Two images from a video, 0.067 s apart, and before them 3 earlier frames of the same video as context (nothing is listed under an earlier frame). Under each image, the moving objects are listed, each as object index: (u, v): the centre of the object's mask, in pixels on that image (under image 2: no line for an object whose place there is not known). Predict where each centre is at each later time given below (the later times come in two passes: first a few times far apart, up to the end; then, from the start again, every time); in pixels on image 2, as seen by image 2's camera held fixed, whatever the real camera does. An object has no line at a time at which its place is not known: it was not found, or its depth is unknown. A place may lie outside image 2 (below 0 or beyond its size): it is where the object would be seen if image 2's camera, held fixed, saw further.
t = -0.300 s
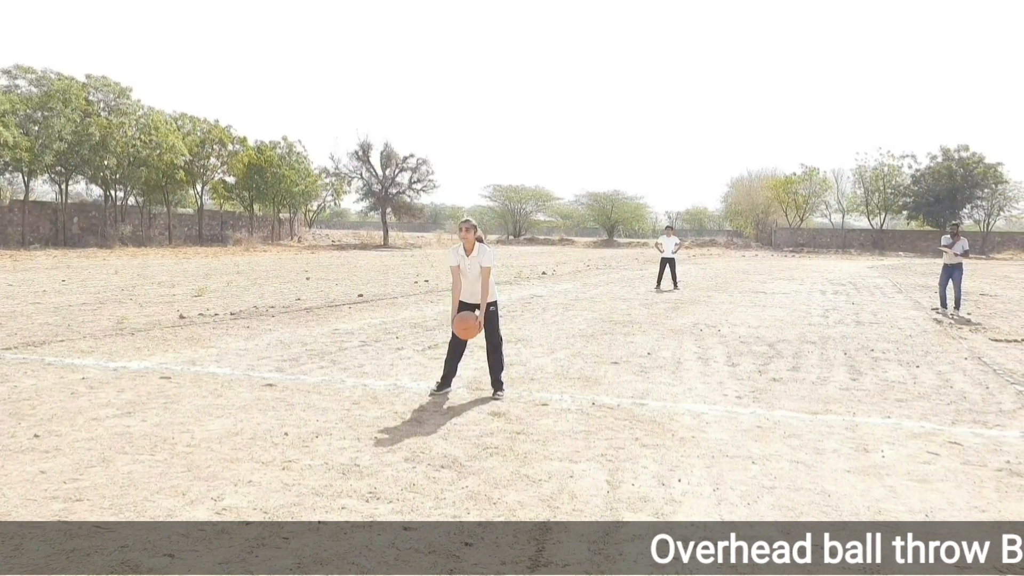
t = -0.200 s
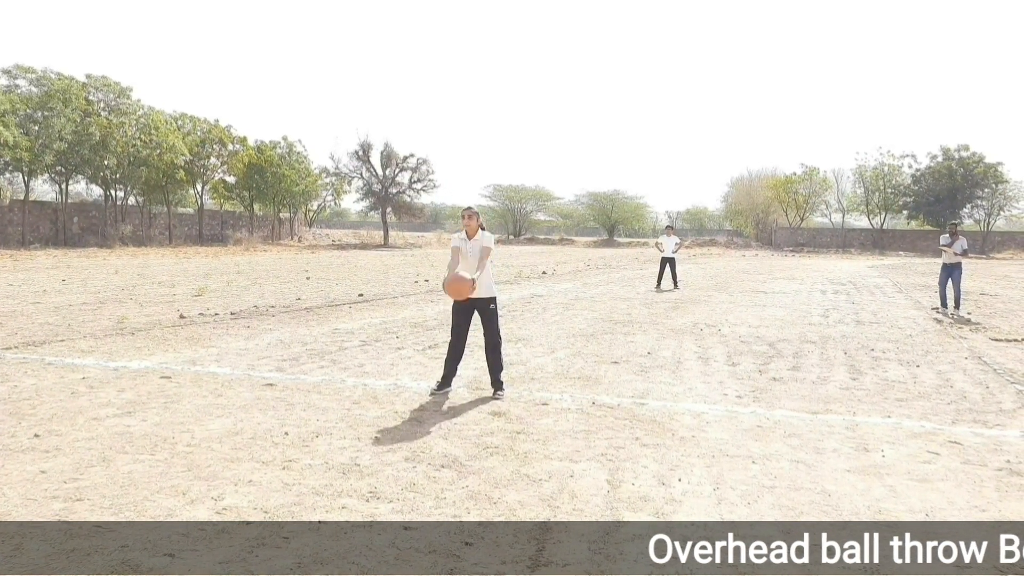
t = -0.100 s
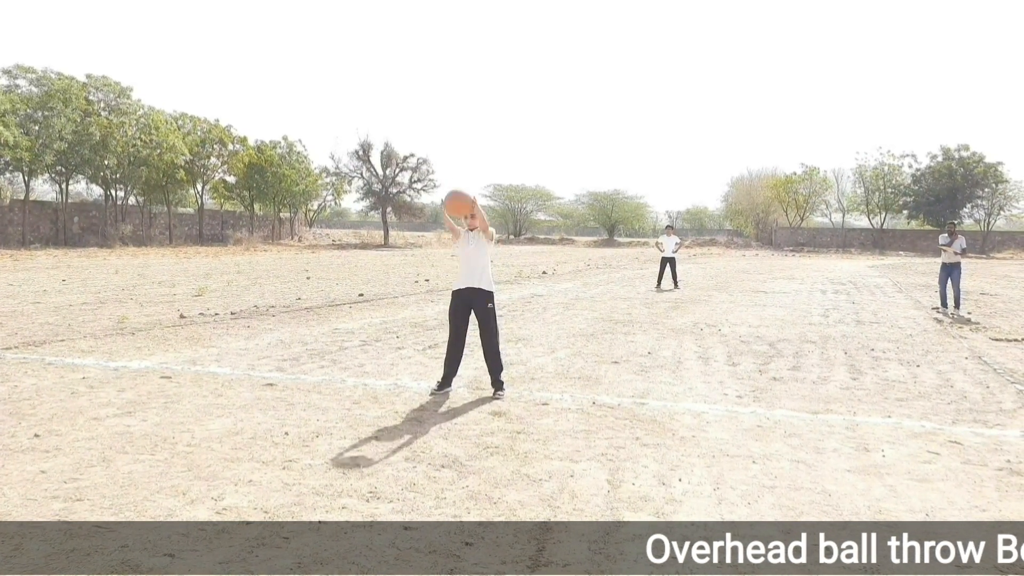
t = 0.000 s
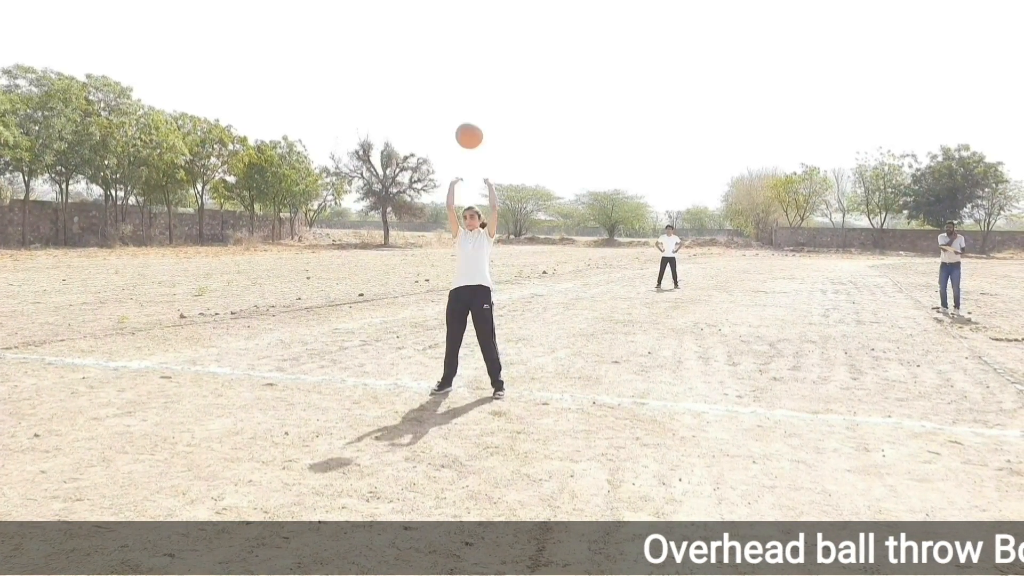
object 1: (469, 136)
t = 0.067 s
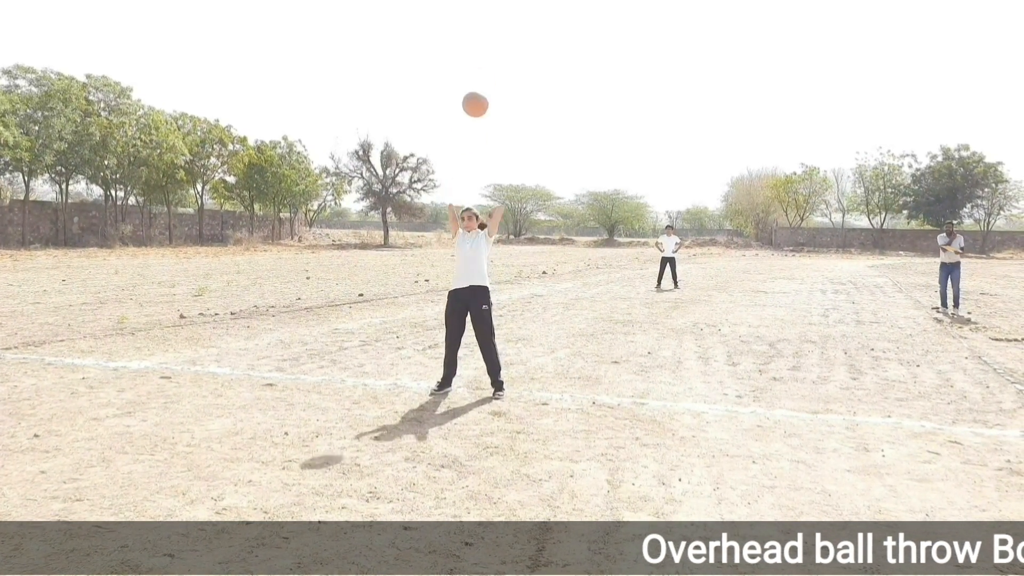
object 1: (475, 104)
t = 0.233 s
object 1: (488, 57)
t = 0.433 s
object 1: (500, 46)
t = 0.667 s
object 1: (509, 77)
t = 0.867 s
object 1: (515, 129)
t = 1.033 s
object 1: (520, 185)
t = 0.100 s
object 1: (478, 92)
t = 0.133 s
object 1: (481, 81)
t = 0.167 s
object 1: (484, 71)
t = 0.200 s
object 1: (486, 64)
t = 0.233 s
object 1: (488, 57)
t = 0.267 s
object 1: (491, 52)
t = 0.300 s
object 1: (493, 49)
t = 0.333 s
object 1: (495, 46)
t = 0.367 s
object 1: (496, 45)
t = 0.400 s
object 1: (498, 45)
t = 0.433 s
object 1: (500, 46)
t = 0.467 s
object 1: (501, 48)
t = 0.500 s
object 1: (503, 51)
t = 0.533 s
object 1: (504, 54)
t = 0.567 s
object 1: (505, 59)
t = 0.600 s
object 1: (507, 64)
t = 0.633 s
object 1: (508, 70)
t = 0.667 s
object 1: (509, 77)
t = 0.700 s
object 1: (510, 84)
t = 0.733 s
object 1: (511, 92)
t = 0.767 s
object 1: (512, 100)
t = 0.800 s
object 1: (513, 109)
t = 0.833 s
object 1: (514, 119)
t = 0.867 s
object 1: (515, 129)
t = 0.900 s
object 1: (516, 139)
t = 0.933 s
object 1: (517, 150)
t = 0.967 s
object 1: (517, 161)
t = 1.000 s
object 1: (518, 173)
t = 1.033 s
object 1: (520, 185)
